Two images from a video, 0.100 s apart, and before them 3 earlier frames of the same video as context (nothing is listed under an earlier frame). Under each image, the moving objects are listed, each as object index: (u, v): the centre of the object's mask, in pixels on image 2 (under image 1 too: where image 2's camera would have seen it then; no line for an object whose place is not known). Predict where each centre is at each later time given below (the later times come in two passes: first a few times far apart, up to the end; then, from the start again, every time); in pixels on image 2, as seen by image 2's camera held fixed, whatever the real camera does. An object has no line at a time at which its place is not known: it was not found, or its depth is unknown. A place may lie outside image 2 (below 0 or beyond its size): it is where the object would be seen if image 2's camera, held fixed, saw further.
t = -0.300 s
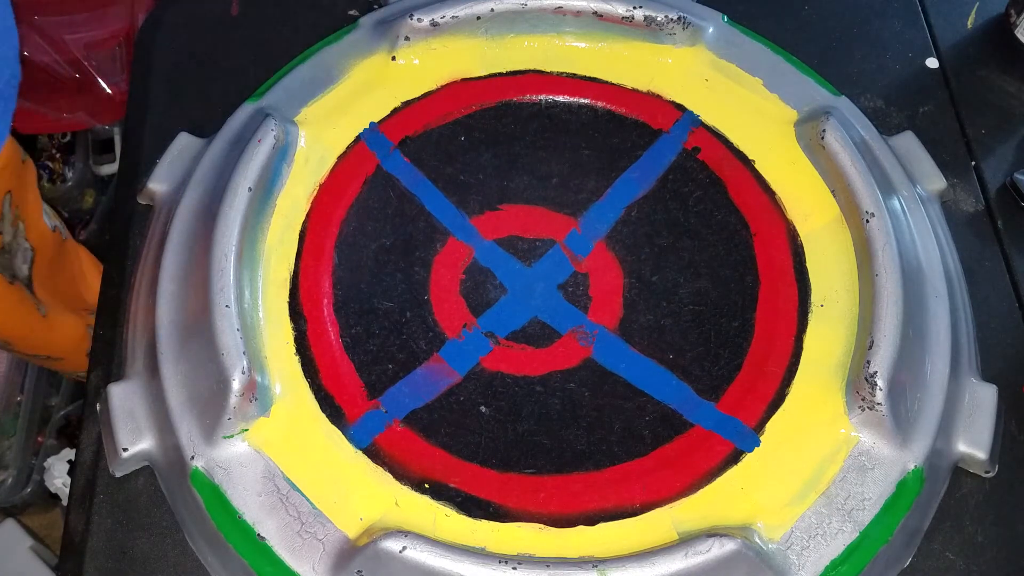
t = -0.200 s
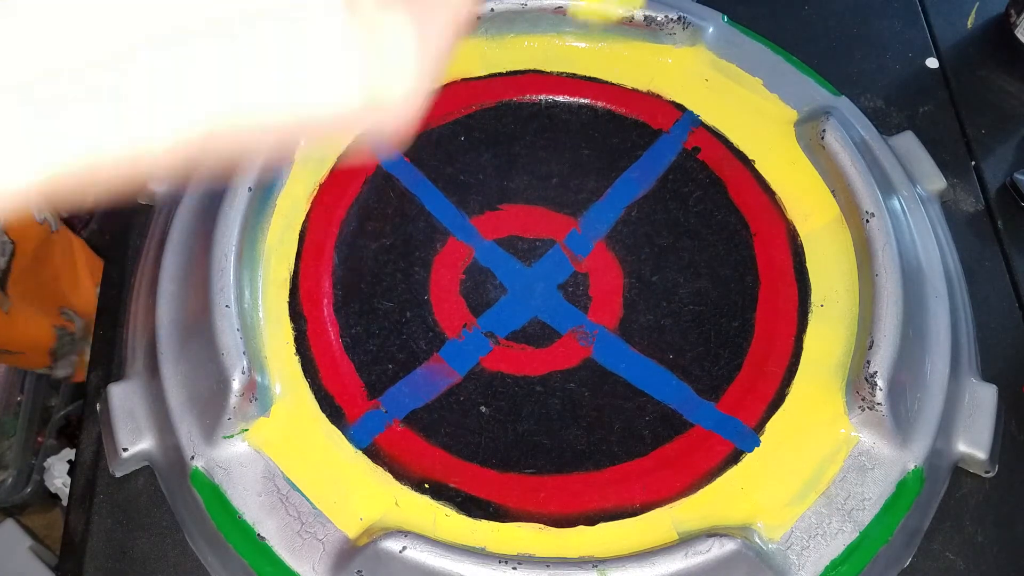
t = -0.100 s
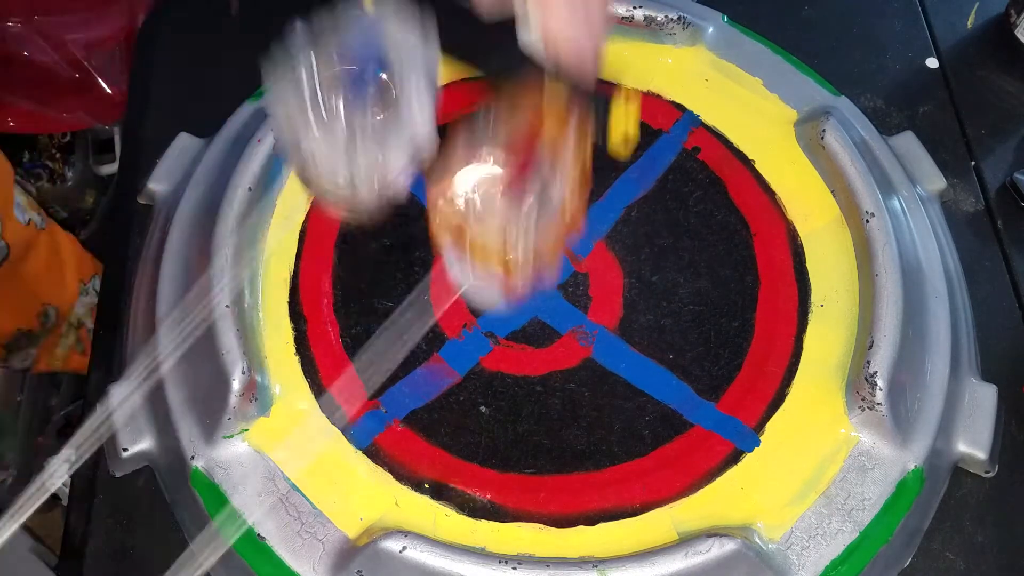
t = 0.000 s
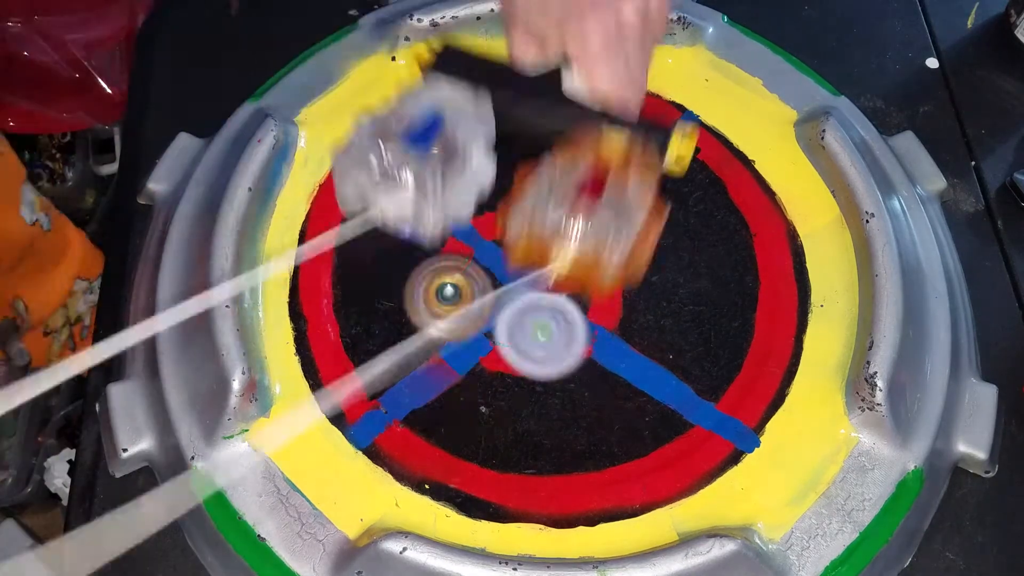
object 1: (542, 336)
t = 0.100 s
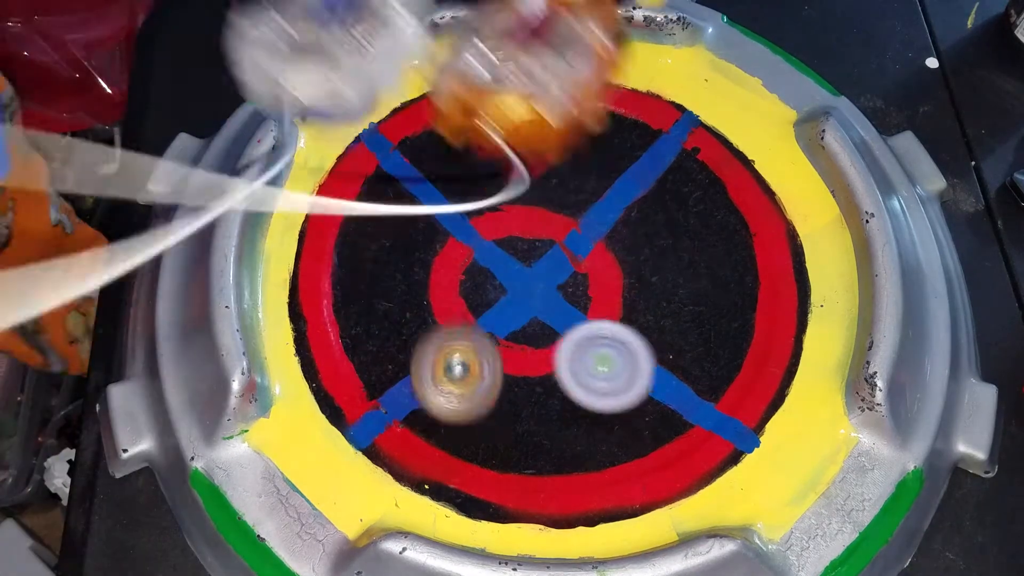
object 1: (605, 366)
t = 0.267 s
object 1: (686, 316)
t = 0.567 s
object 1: (577, 192)
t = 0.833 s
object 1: (572, 301)
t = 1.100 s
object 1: (680, 238)
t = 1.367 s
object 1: (551, 252)
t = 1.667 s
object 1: (680, 332)
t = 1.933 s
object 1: (698, 262)
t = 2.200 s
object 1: (627, 257)
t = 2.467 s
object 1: (634, 246)
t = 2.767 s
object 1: (561, 257)
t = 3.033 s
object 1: (599, 210)
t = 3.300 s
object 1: (538, 203)
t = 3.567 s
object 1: (548, 216)
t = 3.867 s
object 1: (546, 233)
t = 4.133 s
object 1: (554, 207)
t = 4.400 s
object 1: (560, 197)
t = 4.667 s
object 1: (539, 168)
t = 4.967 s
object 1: (539, 239)
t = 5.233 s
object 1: (647, 63)
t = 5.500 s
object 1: (579, 124)
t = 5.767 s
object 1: (545, 235)
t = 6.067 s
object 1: (570, 294)
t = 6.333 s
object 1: (611, 329)
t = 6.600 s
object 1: (569, 333)
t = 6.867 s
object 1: (520, 335)
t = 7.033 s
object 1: (501, 324)
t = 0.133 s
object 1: (626, 365)
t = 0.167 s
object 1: (647, 358)
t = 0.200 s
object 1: (664, 347)
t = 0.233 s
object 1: (676, 333)
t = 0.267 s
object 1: (686, 316)
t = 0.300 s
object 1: (693, 296)
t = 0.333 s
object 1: (693, 277)
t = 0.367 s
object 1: (689, 259)
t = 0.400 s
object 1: (681, 240)
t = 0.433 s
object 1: (668, 223)
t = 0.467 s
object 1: (650, 208)
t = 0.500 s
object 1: (628, 198)
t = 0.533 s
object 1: (603, 192)
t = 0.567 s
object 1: (577, 192)
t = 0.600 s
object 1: (552, 196)
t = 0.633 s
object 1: (528, 207)
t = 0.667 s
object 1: (507, 222)
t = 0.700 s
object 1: (491, 240)
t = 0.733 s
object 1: (482, 260)
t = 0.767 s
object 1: (507, 277)
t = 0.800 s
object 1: (541, 291)
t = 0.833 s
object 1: (572, 301)
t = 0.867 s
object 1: (602, 304)
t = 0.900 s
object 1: (628, 303)
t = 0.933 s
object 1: (650, 299)
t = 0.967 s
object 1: (666, 289)
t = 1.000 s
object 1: (678, 278)
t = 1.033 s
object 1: (684, 267)
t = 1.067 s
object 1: (685, 253)
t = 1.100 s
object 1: (680, 238)
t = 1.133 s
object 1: (671, 224)
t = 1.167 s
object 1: (656, 215)
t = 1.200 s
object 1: (639, 209)
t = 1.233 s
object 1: (620, 208)
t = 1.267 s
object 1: (602, 213)
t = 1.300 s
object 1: (582, 224)
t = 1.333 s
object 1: (565, 237)
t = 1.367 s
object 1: (551, 252)
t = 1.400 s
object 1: (540, 269)
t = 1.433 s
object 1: (539, 286)
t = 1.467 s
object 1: (561, 304)
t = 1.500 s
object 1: (582, 316)
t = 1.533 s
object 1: (601, 323)
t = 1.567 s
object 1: (621, 329)
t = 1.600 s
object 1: (641, 333)
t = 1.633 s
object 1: (661, 334)
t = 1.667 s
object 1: (680, 332)
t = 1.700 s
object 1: (695, 328)
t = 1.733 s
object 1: (708, 321)
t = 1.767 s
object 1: (717, 312)
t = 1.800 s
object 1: (722, 302)
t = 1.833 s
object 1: (721, 291)
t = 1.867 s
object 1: (714, 280)
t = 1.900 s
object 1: (706, 270)
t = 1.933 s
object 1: (698, 262)
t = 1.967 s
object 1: (688, 256)
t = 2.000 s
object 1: (676, 253)
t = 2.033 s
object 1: (660, 251)
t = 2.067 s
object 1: (644, 253)
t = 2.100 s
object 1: (629, 256)
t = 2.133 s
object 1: (627, 256)
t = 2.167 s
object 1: (629, 256)
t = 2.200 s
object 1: (627, 257)
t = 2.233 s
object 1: (623, 259)
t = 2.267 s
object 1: (617, 263)
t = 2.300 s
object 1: (610, 267)
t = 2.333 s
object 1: (609, 268)
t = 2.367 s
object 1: (625, 259)
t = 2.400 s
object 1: (635, 251)
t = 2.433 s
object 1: (637, 247)
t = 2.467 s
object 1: (634, 246)
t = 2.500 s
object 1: (628, 244)
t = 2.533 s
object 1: (620, 242)
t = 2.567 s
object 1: (611, 241)
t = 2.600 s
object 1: (602, 241)
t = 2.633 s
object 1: (594, 243)
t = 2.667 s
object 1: (584, 247)
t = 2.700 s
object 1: (575, 252)
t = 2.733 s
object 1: (566, 256)
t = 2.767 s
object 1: (561, 257)
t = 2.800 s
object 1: (561, 255)
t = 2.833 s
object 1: (562, 255)
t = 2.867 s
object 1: (562, 258)
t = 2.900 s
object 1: (564, 261)
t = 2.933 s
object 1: (582, 245)
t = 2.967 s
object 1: (595, 231)
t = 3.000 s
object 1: (600, 219)
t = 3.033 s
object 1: (599, 210)
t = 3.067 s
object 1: (594, 203)
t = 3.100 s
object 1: (586, 197)
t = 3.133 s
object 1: (576, 192)
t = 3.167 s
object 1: (566, 190)
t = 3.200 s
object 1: (558, 190)
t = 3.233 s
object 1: (550, 193)
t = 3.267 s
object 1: (544, 197)
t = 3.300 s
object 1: (538, 203)
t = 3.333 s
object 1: (533, 210)
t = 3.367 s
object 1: (531, 218)
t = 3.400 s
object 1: (528, 225)
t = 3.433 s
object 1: (529, 229)
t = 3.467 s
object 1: (534, 230)
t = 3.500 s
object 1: (541, 221)
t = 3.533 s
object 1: (545, 217)
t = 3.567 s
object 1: (548, 216)
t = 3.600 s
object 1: (549, 215)
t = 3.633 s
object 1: (549, 215)
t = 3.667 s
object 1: (548, 215)
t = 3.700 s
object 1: (547, 216)
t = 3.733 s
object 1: (547, 219)
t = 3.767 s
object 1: (546, 222)
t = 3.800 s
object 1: (545, 226)
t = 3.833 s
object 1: (545, 229)
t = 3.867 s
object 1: (546, 233)
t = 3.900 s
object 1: (548, 236)
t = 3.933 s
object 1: (552, 228)
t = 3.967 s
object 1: (556, 217)
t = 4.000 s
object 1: (558, 211)
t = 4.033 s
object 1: (559, 208)
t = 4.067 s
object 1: (558, 206)
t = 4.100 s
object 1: (556, 206)
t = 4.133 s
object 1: (554, 207)
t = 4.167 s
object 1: (552, 209)
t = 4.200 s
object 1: (551, 212)
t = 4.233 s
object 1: (550, 216)
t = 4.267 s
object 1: (549, 222)
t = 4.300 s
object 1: (547, 228)
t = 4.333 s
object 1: (547, 234)
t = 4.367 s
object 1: (553, 219)
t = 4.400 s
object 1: (560, 197)
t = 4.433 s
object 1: (564, 181)
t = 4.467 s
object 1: (565, 171)
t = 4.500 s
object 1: (563, 165)
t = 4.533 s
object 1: (559, 163)
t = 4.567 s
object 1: (554, 162)
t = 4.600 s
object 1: (549, 162)
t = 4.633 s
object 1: (544, 164)
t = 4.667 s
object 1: (539, 168)
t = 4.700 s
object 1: (536, 173)
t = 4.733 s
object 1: (532, 179)
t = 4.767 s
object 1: (530, 186)
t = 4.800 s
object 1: (529, 194)
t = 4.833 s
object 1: (529, 203)
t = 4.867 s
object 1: (530, 212)
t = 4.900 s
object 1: (532, 220)
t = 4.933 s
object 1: (535, 230)
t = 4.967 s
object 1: (539, 239)
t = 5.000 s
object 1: (543, 248)
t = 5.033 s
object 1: (546, 257)
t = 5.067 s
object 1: (549, 264)
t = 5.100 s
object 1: (569, 232)
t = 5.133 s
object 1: (598, 180)
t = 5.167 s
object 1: (621, 135)
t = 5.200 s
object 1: (638, 97)
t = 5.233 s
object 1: (647, 63)
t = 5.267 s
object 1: (649, 52)
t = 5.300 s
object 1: (641, 67)
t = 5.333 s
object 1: (635, 74)
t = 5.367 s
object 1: (629, 81)
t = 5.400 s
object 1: (622, 87)
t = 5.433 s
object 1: (610, 98)
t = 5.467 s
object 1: (595, 111)
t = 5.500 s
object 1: (579, 124)
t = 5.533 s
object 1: (567, 138)
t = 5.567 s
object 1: (557, 152)
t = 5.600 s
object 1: (550, 166)
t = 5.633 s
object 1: (545, 181)
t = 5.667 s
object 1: (542, 195)
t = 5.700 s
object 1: (541, 209)
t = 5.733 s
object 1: (542, 223)
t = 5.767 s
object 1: (545, 235)
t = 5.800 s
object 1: (548, 245)
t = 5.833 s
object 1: (550, 255)
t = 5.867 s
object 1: (552, 264)
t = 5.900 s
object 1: (553, 271)
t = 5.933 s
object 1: (556, 277)
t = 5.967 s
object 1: (560, 282)
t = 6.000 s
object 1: (563, 286)
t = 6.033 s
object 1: (566, 291)
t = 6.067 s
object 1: (570, 294)
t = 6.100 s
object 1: (576, 299)
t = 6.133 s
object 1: (584, 303)
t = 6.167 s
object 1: (594, 307)
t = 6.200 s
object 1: (602, 313)
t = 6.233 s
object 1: (608, 320)
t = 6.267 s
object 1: (610, 325)
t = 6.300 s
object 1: (611, 328)
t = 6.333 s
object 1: (611, 329)
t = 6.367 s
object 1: (610, 330)
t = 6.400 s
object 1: (606, 332)
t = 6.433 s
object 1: (601, 334)
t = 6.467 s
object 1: (594, 335)
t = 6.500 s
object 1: (588, 335)
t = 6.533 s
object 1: (581, 335)
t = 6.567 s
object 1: (575, 334)
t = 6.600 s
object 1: (569, 333)
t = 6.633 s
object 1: (563, 333)
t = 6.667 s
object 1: (556, 331)
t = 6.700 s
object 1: (549, 331)
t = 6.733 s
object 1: (543, 333)
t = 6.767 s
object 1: (537, 336)
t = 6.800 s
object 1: (531, 337)
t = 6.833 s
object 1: (525, 336)
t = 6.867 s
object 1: (520, 335)
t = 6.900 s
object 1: (516, 333)
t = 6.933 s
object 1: (512, 331)
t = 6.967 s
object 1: (508, 328)
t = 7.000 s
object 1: (505, 325)
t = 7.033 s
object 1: (501, 324)
